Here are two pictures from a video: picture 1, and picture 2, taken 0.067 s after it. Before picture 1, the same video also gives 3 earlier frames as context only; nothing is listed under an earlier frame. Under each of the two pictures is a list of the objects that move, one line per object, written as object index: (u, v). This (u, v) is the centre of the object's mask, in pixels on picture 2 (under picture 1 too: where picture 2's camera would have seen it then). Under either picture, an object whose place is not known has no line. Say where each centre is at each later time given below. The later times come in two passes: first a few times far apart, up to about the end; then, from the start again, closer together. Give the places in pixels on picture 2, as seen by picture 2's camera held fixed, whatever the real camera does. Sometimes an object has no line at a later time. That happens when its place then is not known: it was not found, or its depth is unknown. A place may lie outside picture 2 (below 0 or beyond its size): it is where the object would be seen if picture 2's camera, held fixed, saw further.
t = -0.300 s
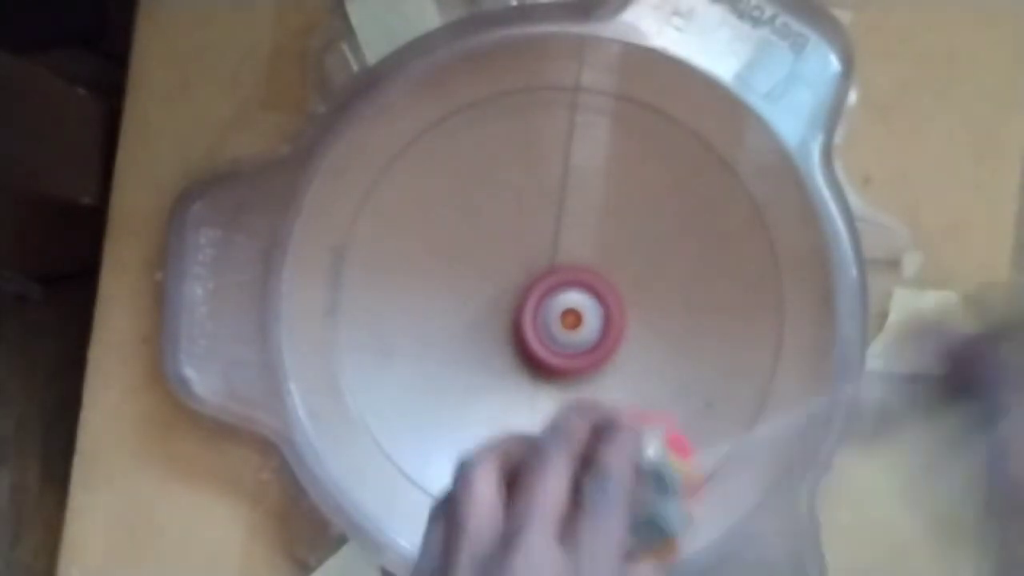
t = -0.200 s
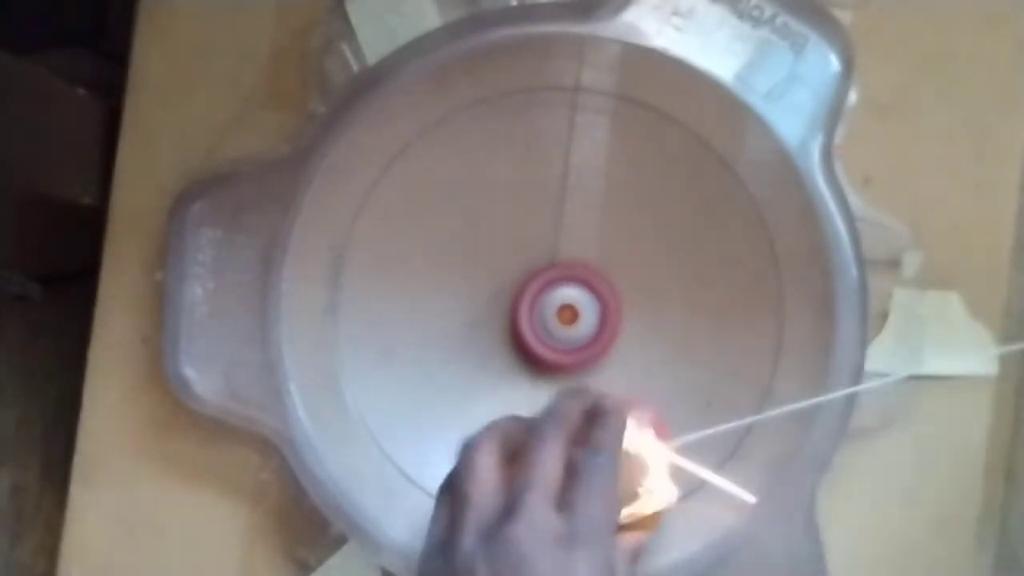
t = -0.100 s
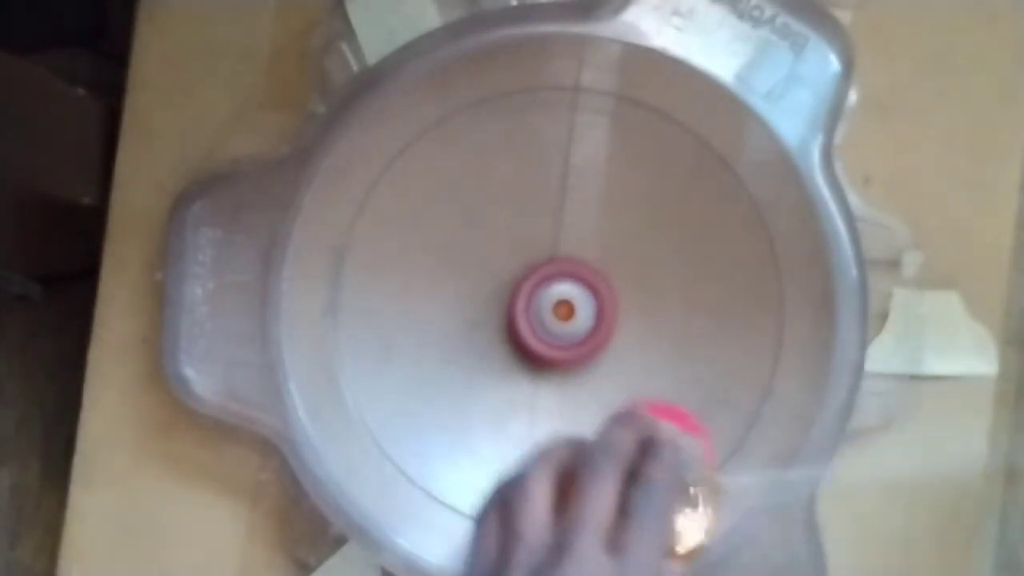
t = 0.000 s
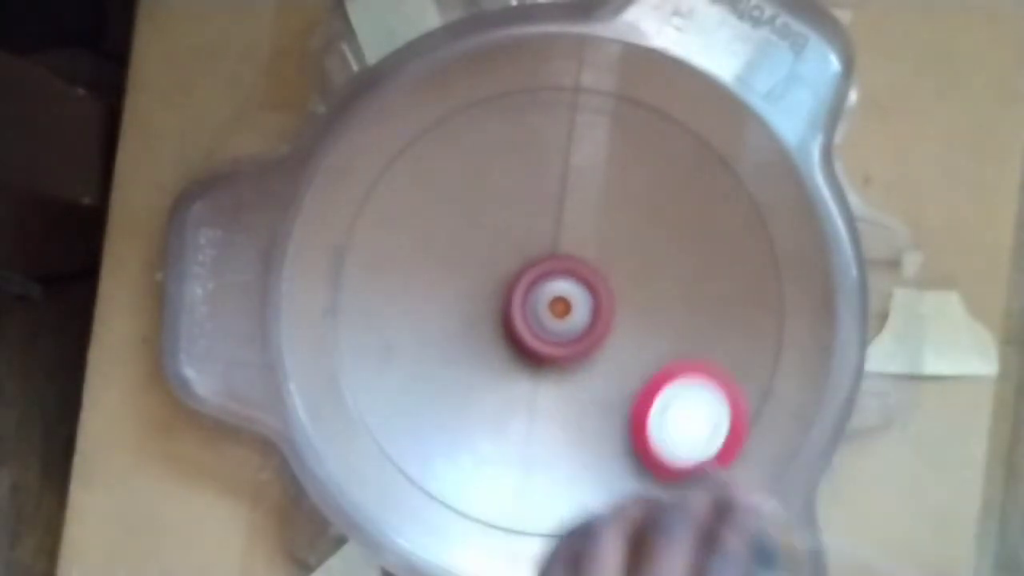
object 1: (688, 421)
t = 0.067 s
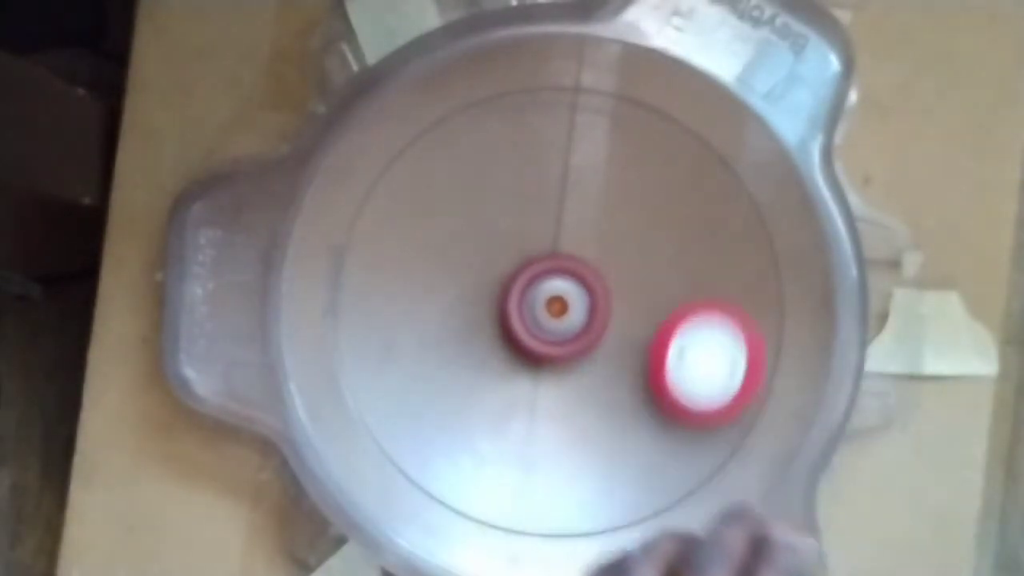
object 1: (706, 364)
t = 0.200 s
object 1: (693, 178)
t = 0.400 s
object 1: (375, 200)
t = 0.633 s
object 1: (664, 504)
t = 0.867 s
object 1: (391, 175)
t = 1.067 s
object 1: (698, 480)
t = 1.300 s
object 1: (372, 199)
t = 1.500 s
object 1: (666, 498)
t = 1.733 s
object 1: (475, 111)
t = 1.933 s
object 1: (468, 508)
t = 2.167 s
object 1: (731, 189)
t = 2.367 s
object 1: (376, 186)
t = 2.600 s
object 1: (611, 520)
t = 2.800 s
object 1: (755, 236)
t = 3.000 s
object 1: (480, 107)
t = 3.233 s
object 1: (435, 490)
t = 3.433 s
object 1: (740, 419)
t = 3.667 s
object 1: (604, 139)
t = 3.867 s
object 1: (350, 236)
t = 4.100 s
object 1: (514, 519)
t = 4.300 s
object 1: (710, 373)
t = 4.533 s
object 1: (513, 159)
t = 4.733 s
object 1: (360, 303)
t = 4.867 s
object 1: (413, 426)
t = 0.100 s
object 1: (713, 326)
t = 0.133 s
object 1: (716, 280)
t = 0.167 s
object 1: (711, 229)
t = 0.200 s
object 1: (693, 178)
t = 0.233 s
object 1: (656, 124)
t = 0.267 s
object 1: (603, 101)
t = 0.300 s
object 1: (542, 96)
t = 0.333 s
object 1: (482, 117)
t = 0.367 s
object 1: (424, 154)
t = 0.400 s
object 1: (375, 200)
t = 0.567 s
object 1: (479, 514)
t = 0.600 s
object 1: (570, 531)
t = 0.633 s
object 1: (664, 504)
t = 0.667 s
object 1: (738, 437)
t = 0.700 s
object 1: (772, 333)
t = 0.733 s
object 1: (751, 221)
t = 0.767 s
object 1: (681, 140)
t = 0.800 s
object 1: (579, 101)
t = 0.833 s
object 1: (474, 115)
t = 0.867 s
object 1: (391, 175)
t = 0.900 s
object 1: (346, 265)
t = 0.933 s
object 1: (346, 366)
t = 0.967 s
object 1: (392, 455)
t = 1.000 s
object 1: (484, 516)
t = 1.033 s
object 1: (594, 526)
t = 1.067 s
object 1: (698, 480)
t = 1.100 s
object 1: (758, 390)
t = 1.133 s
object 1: (767, 274)
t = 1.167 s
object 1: (721, 175)
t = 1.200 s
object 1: (635, 115)
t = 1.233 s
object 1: (532, 97)
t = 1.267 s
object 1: (438, 133)
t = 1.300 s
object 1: (372, 199)
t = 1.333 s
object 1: (341, 287)
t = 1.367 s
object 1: (350, 383)
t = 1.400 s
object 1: (401, 466)
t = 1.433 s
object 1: (476, 512)
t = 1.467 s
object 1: (571, 528)
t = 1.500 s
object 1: (666, 498)
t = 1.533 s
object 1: (738, 430)
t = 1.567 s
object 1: (769, 341)
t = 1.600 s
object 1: (759, 246)
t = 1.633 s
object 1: (712, 167)
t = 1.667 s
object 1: (640, 114)
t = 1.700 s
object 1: (557, 96)
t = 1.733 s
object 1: (475, 111)
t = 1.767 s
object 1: (404, 158)
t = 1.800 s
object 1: (356, 227)
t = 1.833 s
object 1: (340, 308)
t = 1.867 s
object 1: (354, 392)
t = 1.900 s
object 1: (401, 464)
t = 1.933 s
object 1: (468, 508)
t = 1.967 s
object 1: (555, 525)
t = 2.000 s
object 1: (647, 508)
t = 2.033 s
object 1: (713, 462)
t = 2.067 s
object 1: (757, 393)
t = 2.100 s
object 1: (772, 319)
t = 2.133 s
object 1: (763, 249)
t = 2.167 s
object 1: (731, 189)
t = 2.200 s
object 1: (685, 141)
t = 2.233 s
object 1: (626, 108)
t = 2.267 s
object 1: (558, 94)
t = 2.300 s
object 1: (492, 104)
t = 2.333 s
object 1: (427, 136)
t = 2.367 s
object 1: (376, 186)
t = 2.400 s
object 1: (346, 256)
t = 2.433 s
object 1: (339, 332)
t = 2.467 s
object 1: (360, 403)
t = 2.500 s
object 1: (403, 464)
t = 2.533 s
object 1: (463, 506)
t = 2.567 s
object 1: (536, 524)
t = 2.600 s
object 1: (611, 520)
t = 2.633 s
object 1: (676, 490)
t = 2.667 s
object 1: (728, 445)
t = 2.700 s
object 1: (756, 395)
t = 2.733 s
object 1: (770, 339)
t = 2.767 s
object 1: (768, 283)
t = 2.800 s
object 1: (755, 236)
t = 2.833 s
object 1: (730, 189)
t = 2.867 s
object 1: (695, 149)
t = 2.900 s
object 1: (649, 116)
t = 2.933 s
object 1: (597, 97)
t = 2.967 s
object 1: (541, 92)
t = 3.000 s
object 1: (480, 107)
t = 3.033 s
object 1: (425, 137)
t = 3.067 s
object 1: (379, 183)
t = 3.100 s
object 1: (347, 245)
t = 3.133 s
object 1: (337, 314)
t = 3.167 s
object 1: (351, 383)
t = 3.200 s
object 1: (385, 442)
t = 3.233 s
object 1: (435, 490)
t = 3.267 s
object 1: (498, 516)
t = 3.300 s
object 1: (561, 524)
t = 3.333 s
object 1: (627, 515)
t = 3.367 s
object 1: (679, 489)
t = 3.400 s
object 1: (715, 458)
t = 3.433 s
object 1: (740, 419)
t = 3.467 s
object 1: (755, 374)
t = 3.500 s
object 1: (755, 327)
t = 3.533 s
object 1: (746, 281)
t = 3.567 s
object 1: (723, 236)
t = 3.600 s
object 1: (692, 197)
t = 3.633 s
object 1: (652, 163)
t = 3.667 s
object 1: (604, 139)
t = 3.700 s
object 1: (552, 126)
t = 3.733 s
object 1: (500, 122)
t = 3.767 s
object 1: (449, 131)
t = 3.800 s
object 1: (404, 152)
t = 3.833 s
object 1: (373, 189)
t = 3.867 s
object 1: (350, 236)
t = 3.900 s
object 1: (342, 289)
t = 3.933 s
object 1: (343, 345)
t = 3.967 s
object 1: (358, 395)
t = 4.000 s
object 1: (388, 443)
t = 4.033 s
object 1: (423, 480)
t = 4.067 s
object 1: (467, 504)
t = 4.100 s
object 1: (514, 519)
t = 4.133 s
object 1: (559, 521)
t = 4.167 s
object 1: (606, 511)
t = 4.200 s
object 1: (646, 487)
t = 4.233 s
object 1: (675, 457)
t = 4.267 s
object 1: (698, 419)
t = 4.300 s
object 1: (710, 373)
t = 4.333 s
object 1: (708, 326)
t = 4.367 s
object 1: (697, 281)
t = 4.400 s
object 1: (674, 240)
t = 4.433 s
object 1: (643, 204)
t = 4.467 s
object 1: (604, 180)
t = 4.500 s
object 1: (560, 163)
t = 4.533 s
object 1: (513, 159)
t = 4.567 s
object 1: (471, 165)
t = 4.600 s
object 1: (433, 182)
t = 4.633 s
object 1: (402, 206)
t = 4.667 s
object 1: (379, 235)
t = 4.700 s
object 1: (365, 269)
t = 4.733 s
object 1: (360, 303)
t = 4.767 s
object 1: (363, 337)
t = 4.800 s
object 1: (373, 371)
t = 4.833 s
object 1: (390, 401)
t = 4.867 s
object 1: (413, 426)
